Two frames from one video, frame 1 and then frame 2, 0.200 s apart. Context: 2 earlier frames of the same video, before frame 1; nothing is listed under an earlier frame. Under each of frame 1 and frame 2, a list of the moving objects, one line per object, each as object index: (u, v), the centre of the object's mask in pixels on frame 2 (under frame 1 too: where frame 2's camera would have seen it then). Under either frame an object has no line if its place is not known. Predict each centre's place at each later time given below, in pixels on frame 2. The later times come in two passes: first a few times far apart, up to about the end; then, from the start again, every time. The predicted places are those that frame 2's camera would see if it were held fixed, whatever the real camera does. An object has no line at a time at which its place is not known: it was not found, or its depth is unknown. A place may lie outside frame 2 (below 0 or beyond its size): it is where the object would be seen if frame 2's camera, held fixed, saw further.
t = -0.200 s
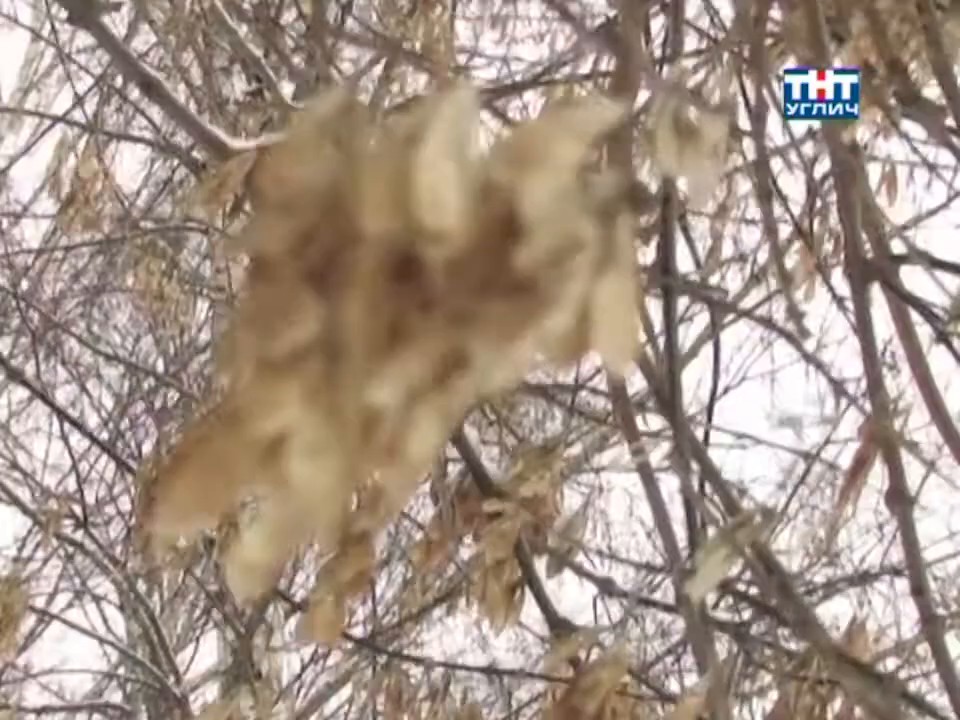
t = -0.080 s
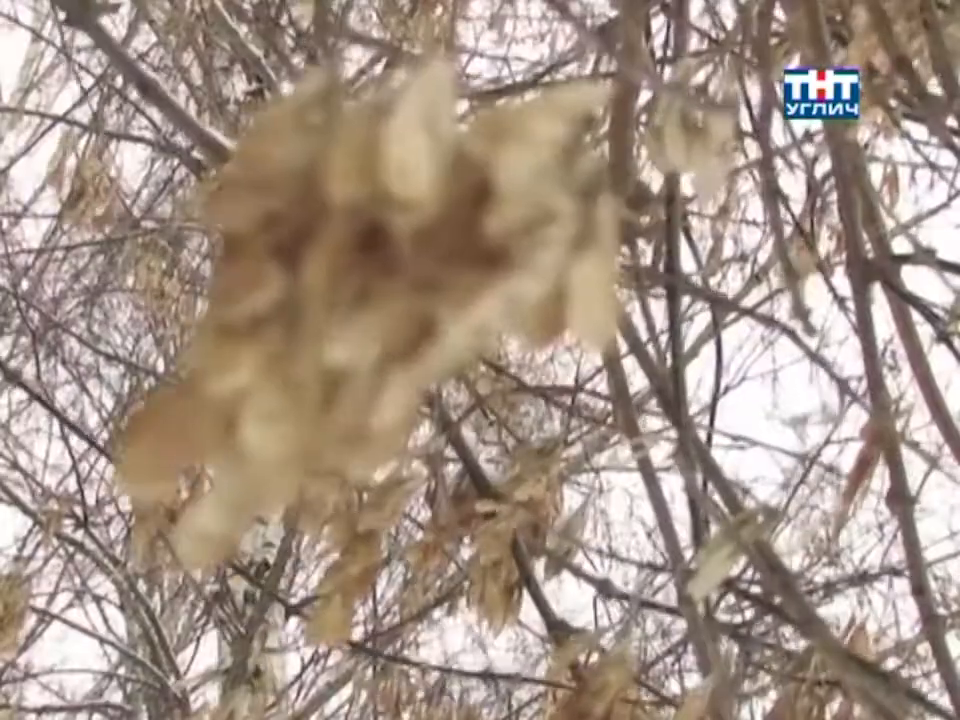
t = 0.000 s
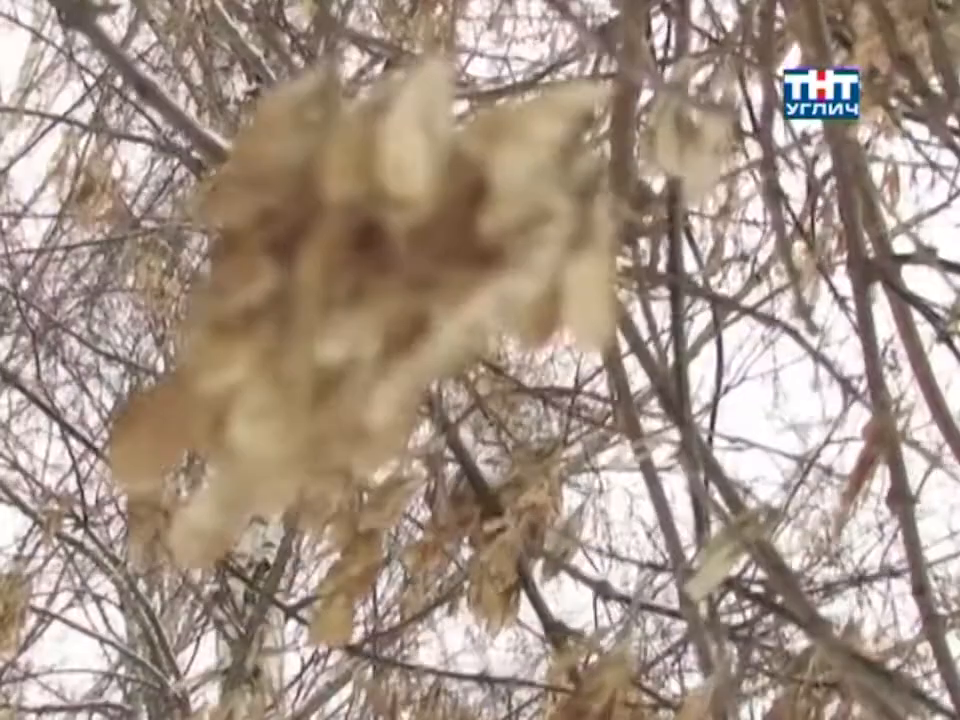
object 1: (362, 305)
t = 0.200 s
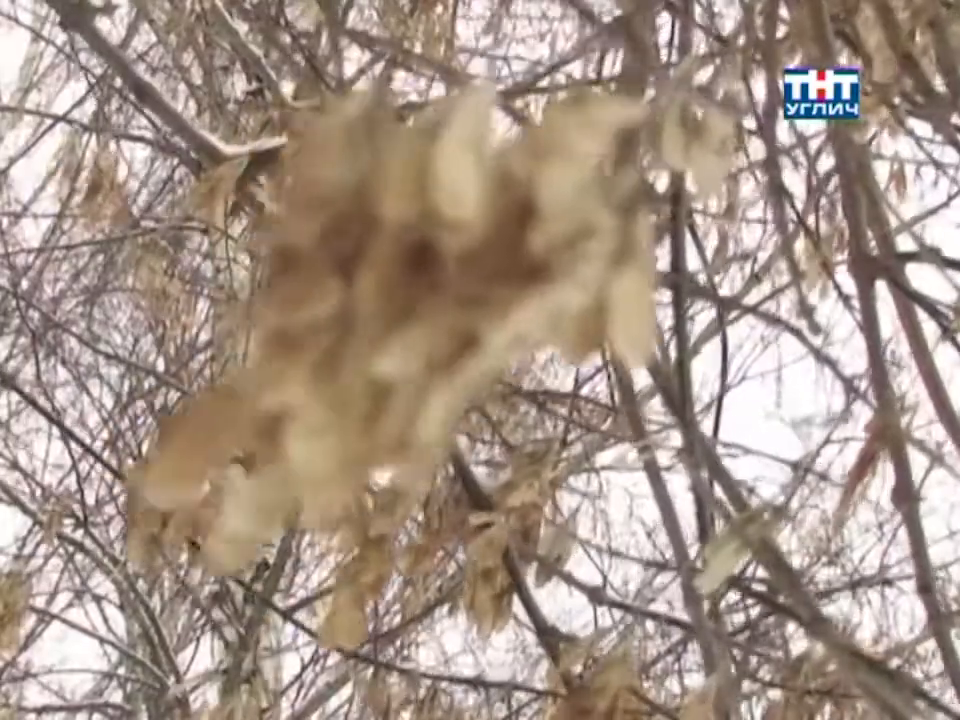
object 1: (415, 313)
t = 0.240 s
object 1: (424, 318)
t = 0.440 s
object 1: (397, 345)
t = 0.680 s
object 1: (453, 282)
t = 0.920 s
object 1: (478, 282)
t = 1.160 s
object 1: (493, 286)
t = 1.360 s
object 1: (450, 323)
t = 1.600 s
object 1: (461, 314)
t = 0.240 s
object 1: (424, 318)
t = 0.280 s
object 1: (428, 323)
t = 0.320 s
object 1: (428, 327)
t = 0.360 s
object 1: (423, 331)
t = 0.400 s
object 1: (402, 342)
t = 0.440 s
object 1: (397, 345)
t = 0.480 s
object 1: (398, 342)
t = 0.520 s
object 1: (401, 339)
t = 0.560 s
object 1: (412, 327)
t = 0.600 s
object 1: (423, 318)
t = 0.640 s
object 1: (445, 297)
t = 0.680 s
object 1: (453, 282)
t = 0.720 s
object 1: (450, 277)
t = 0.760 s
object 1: (438, 275)
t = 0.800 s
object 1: (434, 268)
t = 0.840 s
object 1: (443, 280)
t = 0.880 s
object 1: (455, 277)
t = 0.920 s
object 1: (478, 282)
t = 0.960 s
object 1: (494, 284)
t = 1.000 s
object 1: (494, 282)
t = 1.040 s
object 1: (492, 282)
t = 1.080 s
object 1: (493, 284)
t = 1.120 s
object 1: (494, 286)
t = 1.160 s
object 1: (493, 286)
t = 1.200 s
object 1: (482, 294)
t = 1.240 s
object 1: (464, 301)
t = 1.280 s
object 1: (455, 312)
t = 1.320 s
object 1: (452, 319)
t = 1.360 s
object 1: (450, 323)
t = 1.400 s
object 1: (451, 323)
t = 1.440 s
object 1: (454, 321)
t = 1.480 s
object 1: (456, 320)
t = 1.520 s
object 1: (459, 317)
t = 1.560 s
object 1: (460, 315)
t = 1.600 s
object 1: (461, 314)
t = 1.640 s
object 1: (465, 314)
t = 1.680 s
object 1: (469, 314)
